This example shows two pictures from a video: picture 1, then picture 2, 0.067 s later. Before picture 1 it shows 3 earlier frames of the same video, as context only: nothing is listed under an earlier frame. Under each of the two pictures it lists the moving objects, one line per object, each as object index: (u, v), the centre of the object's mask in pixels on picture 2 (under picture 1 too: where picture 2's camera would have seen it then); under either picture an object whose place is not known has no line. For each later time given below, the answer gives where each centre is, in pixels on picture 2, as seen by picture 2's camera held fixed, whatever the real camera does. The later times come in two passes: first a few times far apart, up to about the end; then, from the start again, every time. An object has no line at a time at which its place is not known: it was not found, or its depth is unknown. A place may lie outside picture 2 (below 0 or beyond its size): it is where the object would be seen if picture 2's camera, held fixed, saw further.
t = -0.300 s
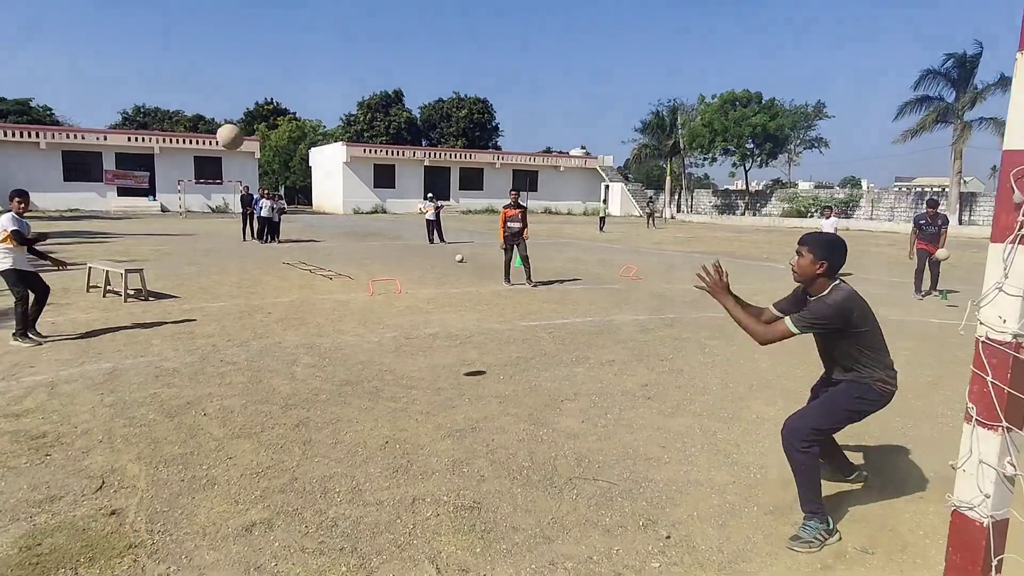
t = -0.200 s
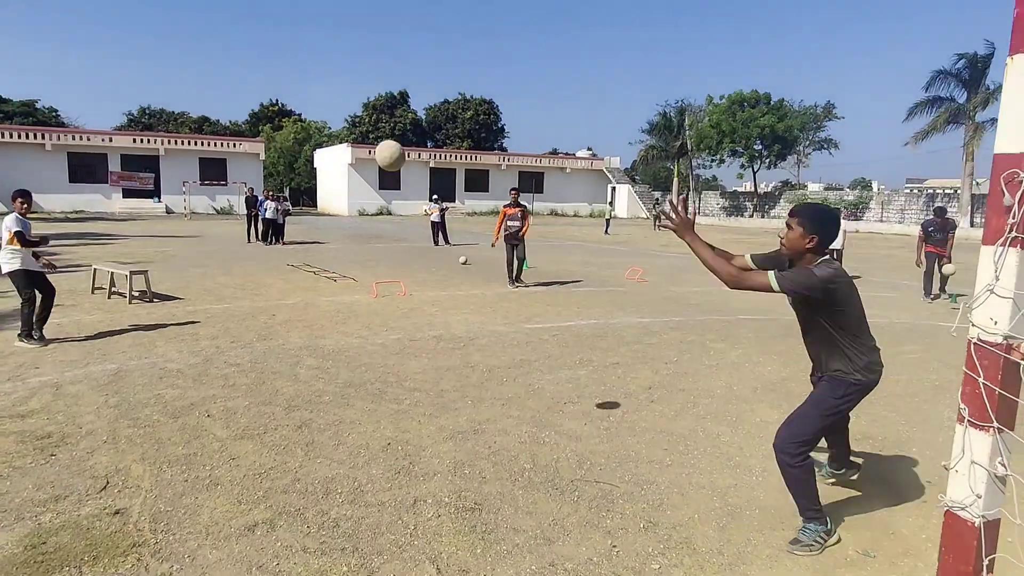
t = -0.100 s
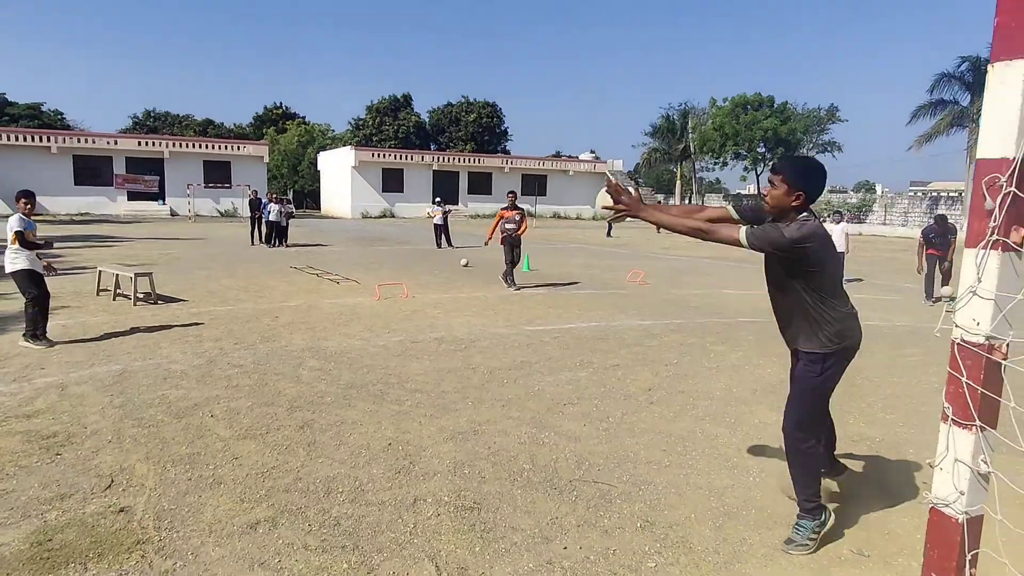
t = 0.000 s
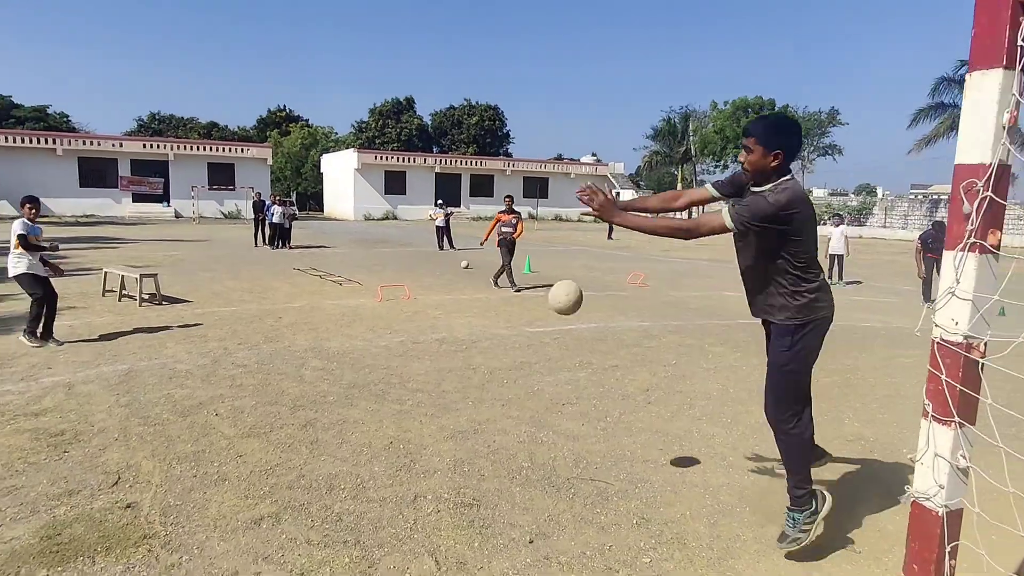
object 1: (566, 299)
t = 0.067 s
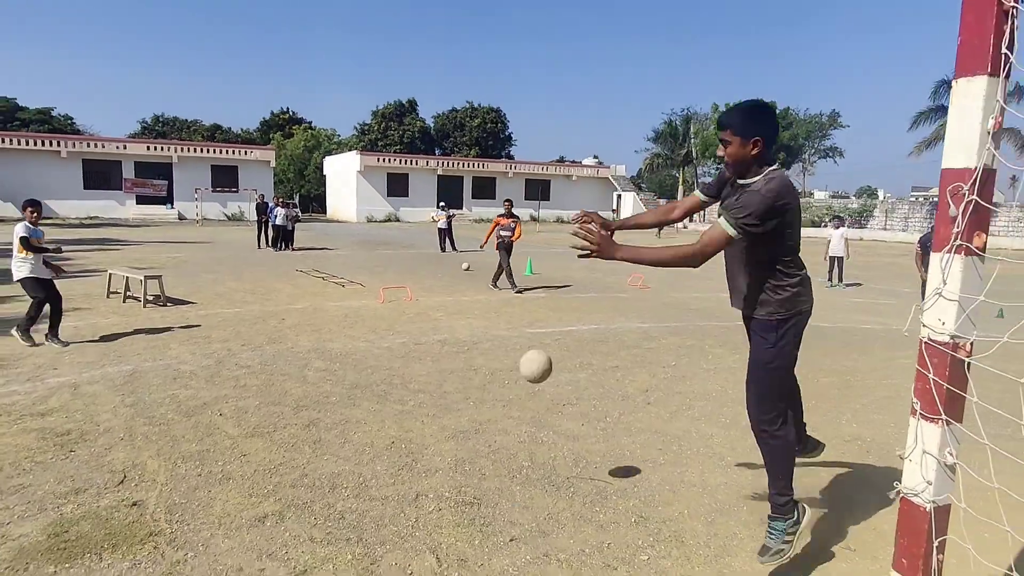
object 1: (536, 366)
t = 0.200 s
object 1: (480, 473)
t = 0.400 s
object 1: (384, 329)
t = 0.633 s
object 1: (279, 259)
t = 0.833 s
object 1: (198, 275)
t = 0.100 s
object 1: (521, 400)
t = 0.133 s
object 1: (507, 437)
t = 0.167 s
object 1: (496, 473)
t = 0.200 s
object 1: (480, 473)
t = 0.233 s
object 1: (463, 444)
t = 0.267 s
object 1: (448, 416)
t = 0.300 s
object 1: (432, 391)
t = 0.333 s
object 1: (416, 367)
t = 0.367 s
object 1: (400, 347)
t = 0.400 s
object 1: (384, 329)
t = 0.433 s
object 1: (368, 313)
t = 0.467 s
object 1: (352, 299)
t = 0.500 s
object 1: (336, 287)
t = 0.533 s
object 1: (321, 276)
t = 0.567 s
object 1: (306, 268)
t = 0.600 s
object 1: (293, 263)
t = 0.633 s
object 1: (279, 259)
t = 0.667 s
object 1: (264, 257)
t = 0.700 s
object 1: (250, 257)
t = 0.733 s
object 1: (236, 259)
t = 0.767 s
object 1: (223, 263)
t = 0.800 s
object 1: (210, 268)
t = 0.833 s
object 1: (198, 275)
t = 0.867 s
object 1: (184, 285)
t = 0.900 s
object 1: (172, 295)
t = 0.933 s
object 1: (160, 308)
